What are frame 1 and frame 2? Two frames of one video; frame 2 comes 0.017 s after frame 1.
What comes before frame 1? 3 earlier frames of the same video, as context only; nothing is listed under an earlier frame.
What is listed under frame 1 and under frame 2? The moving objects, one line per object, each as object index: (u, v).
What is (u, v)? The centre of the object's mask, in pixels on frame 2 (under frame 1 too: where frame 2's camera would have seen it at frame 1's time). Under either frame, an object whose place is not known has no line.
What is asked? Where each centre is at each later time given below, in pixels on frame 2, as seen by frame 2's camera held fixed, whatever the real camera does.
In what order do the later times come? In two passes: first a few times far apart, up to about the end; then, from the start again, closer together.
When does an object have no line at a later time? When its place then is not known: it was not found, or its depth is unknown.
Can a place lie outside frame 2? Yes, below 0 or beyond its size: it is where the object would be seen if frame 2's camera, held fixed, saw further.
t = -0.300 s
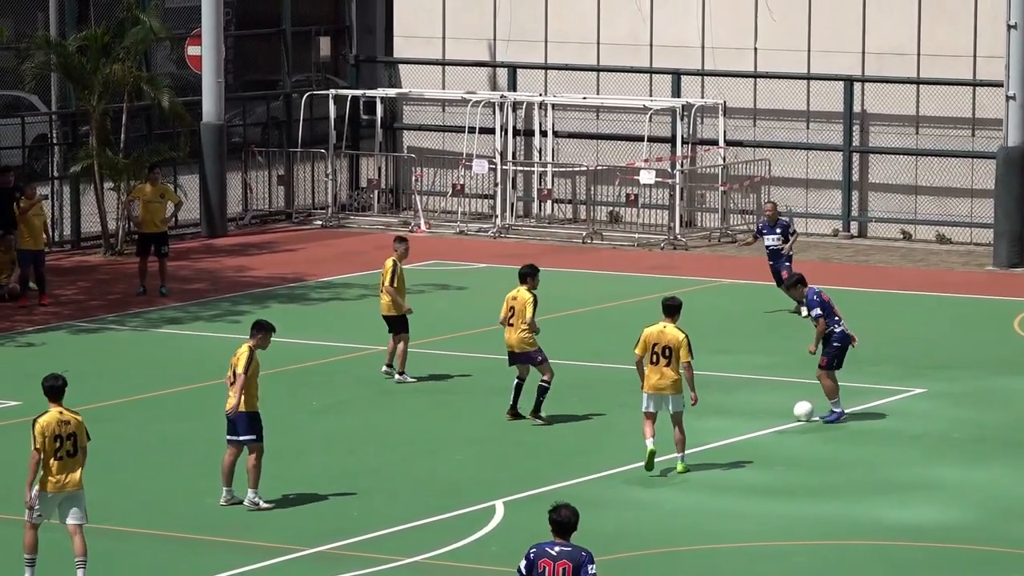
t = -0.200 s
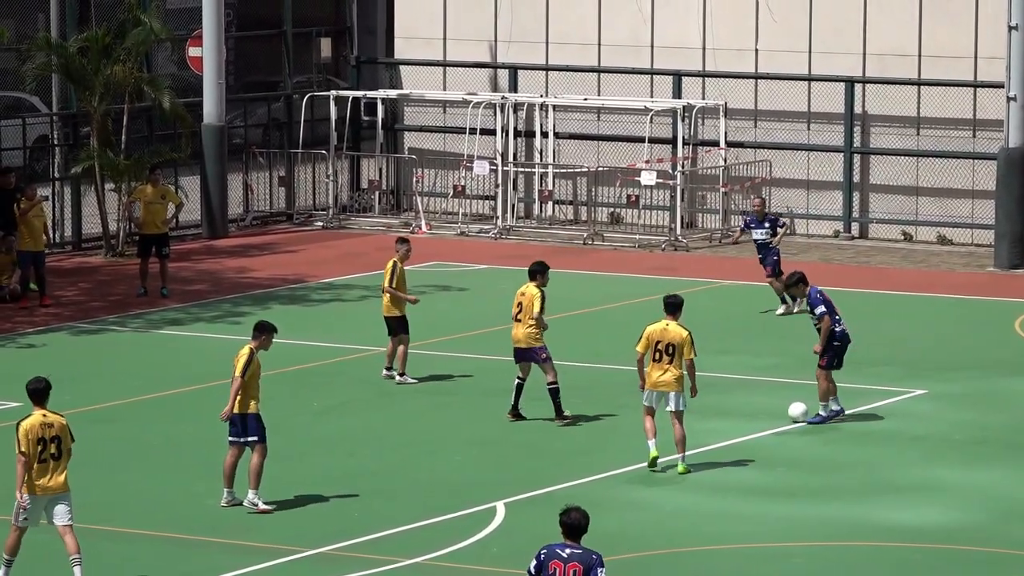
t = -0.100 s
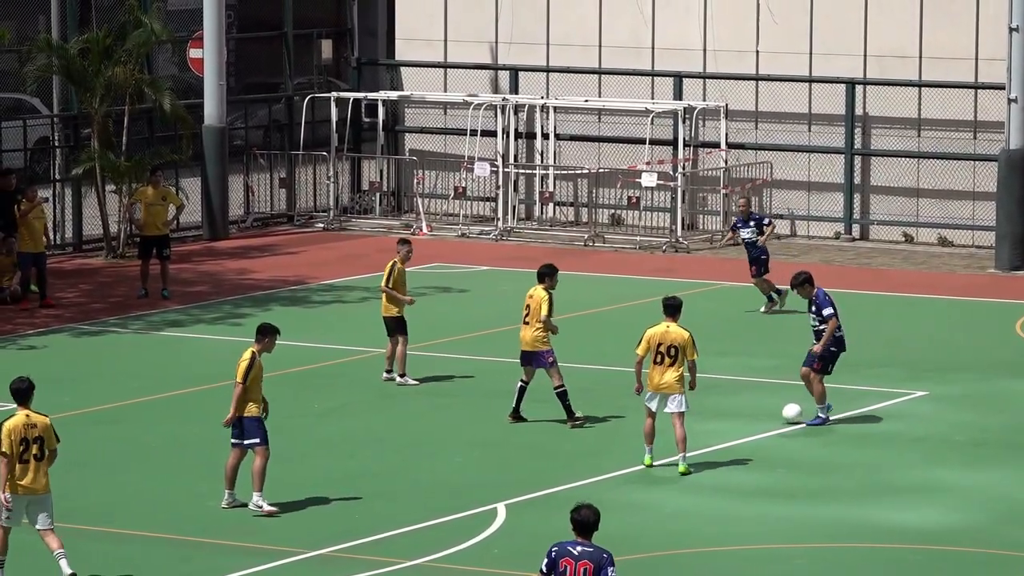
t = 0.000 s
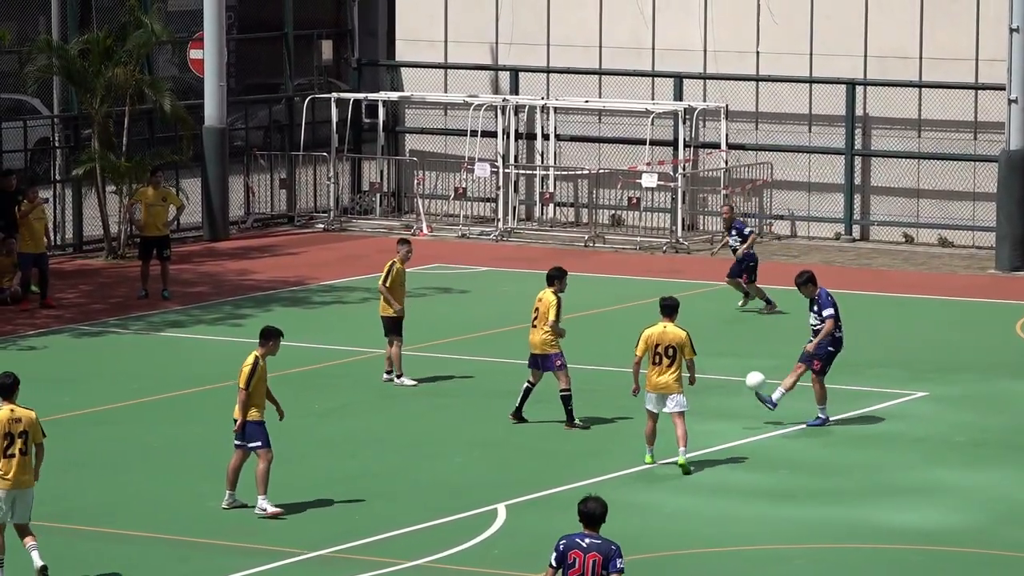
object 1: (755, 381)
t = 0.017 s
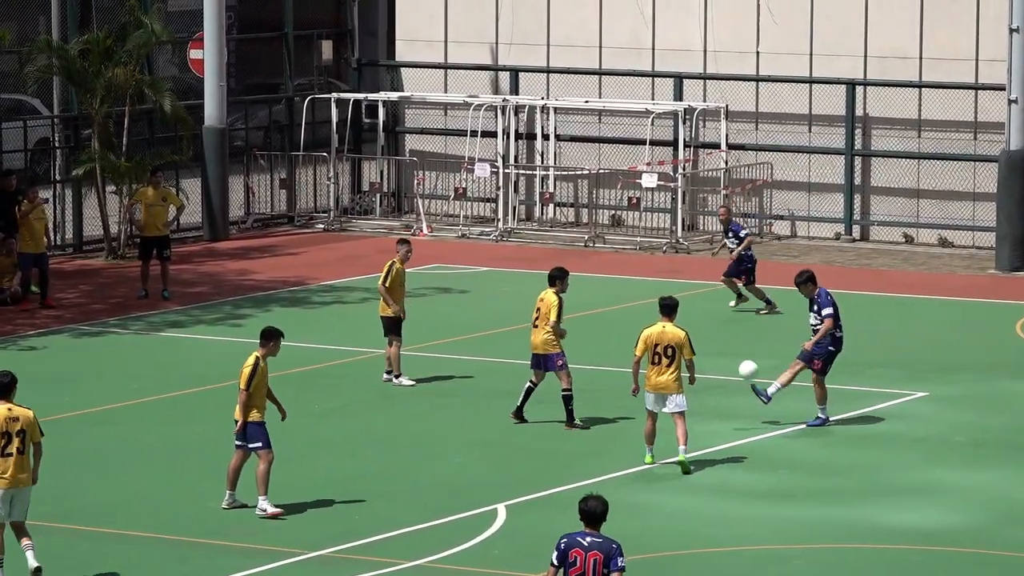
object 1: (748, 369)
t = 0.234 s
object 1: (660, 251)
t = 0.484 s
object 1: (558, 168)
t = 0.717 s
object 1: (465, 144)
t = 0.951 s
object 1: (375, 171)
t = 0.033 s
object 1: (741, 359)
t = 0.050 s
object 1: (734, 348)
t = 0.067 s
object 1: (728, 338)
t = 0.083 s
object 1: (720, 328)
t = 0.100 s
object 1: (714, 318)
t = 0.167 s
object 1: (687, 283)
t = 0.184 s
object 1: (680, 275)
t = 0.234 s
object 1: (660, 251)
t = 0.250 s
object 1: (653, 244)
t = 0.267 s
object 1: (646, 237)
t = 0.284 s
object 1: (639, 230)
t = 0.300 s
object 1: (632, 222)
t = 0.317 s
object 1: (625, 217)
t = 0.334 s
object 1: (619, 211)
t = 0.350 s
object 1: (612, 205)
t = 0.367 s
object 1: (606, 199)
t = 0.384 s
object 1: (599, 194)
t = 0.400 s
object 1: (592, 189)
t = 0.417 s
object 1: (585, 184)
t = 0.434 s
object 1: (578, 179)
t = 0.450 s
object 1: (572, 175)
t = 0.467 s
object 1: (565, 172)
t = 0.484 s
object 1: (558, 168)
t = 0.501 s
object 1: (551, 164)
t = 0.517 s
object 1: (545, 161)
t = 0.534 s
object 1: (538, 158)
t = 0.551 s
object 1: (532, 156)
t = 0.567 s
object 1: (525, 154)
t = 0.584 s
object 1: (519, 151)
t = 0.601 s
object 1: (511, 149)
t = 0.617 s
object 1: (504, 148)
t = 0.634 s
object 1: (498, 147)
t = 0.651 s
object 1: (492, 146)
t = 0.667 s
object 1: (485, 145)
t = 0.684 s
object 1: (478, 144)
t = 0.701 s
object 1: (472, 144)
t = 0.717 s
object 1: (465, 144)
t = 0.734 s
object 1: (459, 145)
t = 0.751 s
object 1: (452, 145)
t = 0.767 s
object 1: (446, 145)
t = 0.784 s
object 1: (439, 146)
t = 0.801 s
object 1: (433, 148)
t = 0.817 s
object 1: (426, 150)
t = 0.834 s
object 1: (419, 152)
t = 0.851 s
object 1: (413, 153)
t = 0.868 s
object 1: (407, 156)
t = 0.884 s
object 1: (401, 159)
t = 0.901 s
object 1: (394, 161)
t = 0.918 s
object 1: (388, 165)
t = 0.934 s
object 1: (381, 168)
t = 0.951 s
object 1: (375, 171)
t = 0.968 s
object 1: (368, 176)
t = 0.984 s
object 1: (362, 180)
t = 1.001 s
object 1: (356, 184)
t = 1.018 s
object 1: (350, 189)
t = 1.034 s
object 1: (345, 194)
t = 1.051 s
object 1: (338, 199)
